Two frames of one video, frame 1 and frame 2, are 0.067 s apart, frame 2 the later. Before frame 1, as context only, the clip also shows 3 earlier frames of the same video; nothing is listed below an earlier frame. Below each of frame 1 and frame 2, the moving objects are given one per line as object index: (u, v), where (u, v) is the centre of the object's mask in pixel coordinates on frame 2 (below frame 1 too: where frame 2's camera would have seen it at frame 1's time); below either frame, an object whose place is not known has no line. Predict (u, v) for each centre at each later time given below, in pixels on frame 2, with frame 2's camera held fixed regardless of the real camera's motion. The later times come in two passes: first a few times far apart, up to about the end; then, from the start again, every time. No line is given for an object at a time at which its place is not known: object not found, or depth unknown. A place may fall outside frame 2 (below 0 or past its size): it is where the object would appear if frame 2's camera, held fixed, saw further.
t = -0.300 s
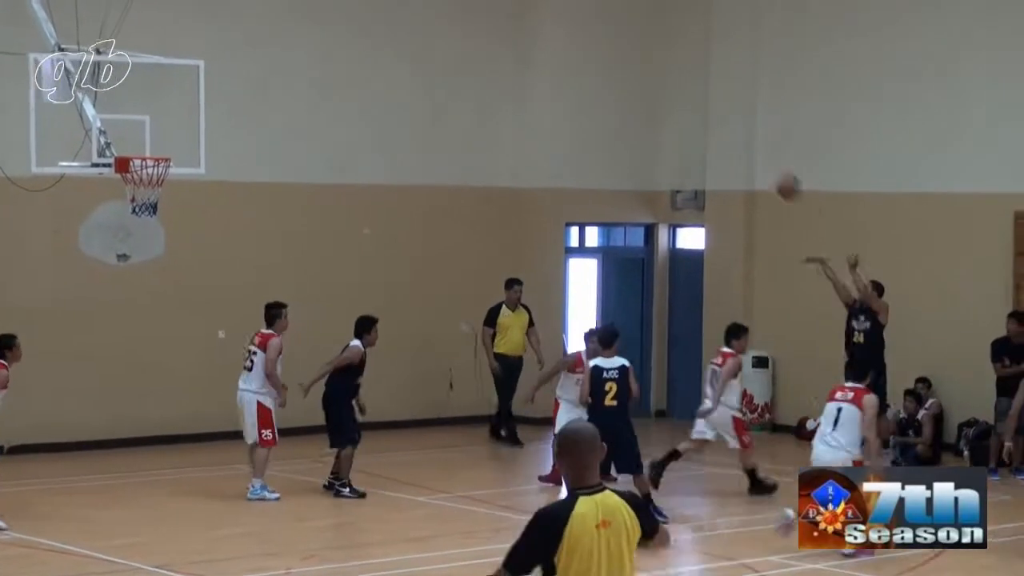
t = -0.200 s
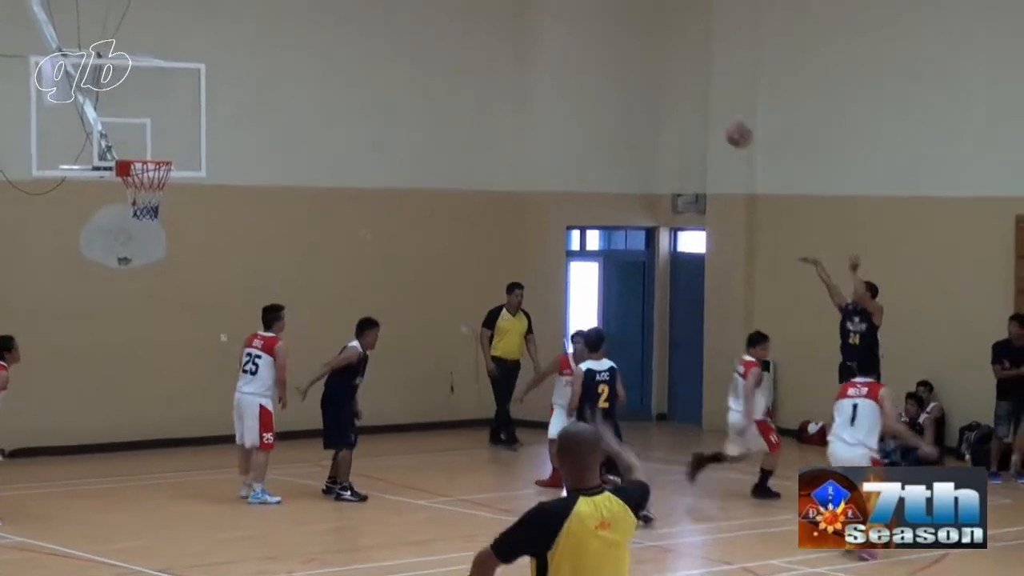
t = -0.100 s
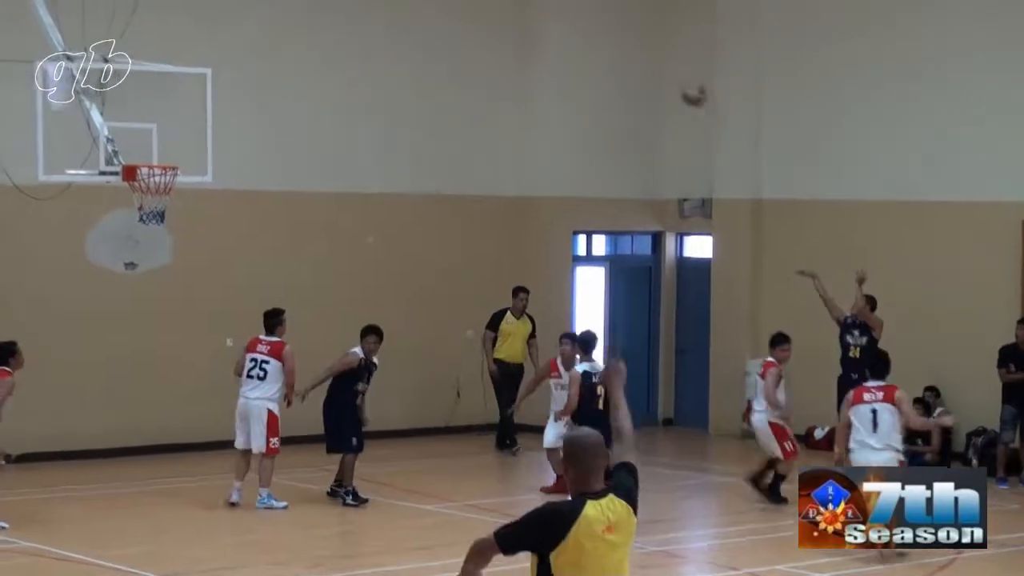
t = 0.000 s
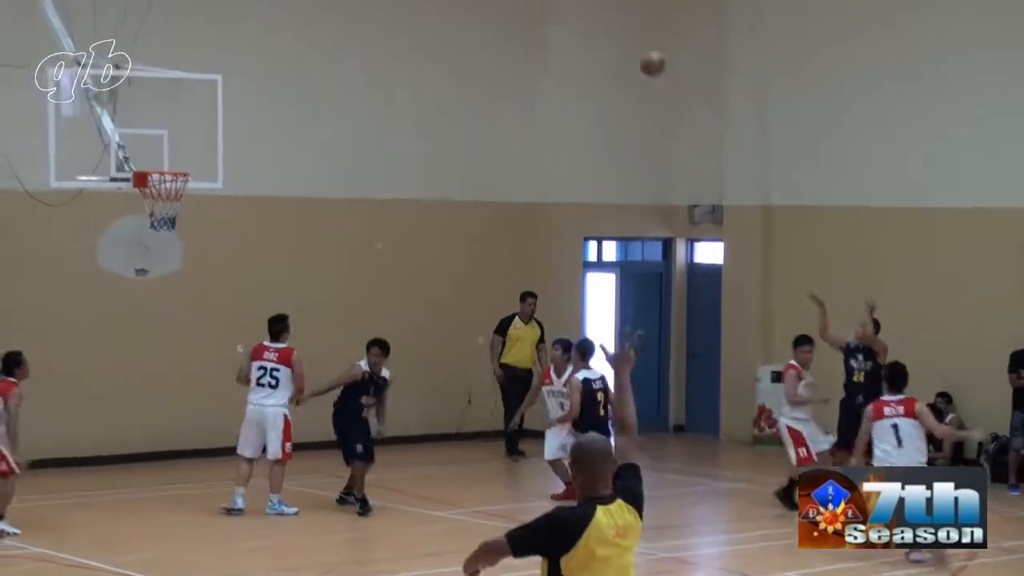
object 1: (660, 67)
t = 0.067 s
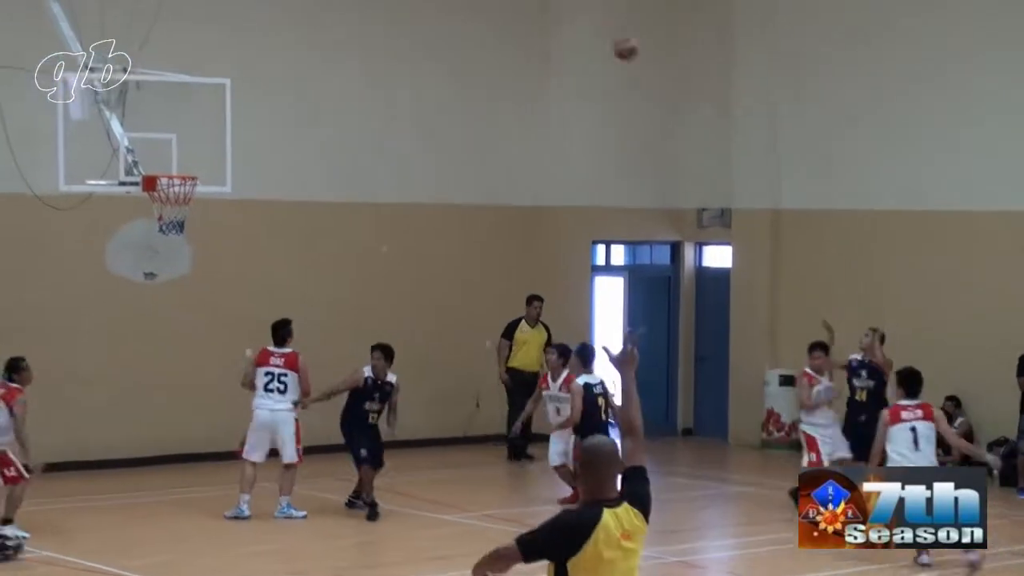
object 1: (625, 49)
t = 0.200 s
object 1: (554, 26)
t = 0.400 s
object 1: (449, 20)
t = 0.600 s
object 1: (339, 58)
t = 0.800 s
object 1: (227, 140)
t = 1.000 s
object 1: (204, 104)
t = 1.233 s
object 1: (211, 46)
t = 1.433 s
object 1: (218, 47)
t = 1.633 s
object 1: (225, 89)
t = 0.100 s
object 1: (608, 44)
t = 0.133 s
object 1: (591, 34)
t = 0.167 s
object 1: (573, 28)
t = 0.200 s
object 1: (554, 26)
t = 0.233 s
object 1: (538, 22)
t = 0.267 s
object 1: (520, 18)
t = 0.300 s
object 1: (503, 17)
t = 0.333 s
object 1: (485, 17)
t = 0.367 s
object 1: (466, 19)
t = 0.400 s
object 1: (449, 20)
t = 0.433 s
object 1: (430, 24)
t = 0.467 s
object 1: (411, 28)
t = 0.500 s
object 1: (393, 34)
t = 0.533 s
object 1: (374, 43)
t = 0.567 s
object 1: (356, 50)
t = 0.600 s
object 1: (339, 58)
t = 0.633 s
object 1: (320, 68)
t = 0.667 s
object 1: (301, 81)
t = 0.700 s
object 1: (283, 93)
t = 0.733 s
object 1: (265, 107)
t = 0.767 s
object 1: (246, 124)
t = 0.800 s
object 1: (227, 140)
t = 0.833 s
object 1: (207, 158)
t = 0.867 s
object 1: (199, 162)
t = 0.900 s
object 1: (200, 146)
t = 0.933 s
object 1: (201, 131)
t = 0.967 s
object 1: (202, 117)
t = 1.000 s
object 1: (204, 104)
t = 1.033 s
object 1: (205, 92)
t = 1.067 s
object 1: (206, 82)
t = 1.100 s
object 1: (207, 72)
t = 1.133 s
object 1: (208, 64)
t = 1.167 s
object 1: (209, 57)
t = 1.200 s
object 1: (210, 52)
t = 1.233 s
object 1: (211, 46)
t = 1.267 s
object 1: (213, 44)
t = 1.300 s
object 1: (214, 42)
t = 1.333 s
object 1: (215, 41)
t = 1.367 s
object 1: (216, 42)
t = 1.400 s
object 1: (217, 44)
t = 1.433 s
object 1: (218, 47)
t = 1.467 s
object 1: (220, 51)
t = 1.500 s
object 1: (220, 57)
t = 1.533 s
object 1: (222, 63)
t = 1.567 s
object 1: (223, 71)
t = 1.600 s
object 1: (224, 79)
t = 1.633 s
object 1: (225, 89)
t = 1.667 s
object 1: (226, 100)
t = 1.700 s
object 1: (227, 112)
